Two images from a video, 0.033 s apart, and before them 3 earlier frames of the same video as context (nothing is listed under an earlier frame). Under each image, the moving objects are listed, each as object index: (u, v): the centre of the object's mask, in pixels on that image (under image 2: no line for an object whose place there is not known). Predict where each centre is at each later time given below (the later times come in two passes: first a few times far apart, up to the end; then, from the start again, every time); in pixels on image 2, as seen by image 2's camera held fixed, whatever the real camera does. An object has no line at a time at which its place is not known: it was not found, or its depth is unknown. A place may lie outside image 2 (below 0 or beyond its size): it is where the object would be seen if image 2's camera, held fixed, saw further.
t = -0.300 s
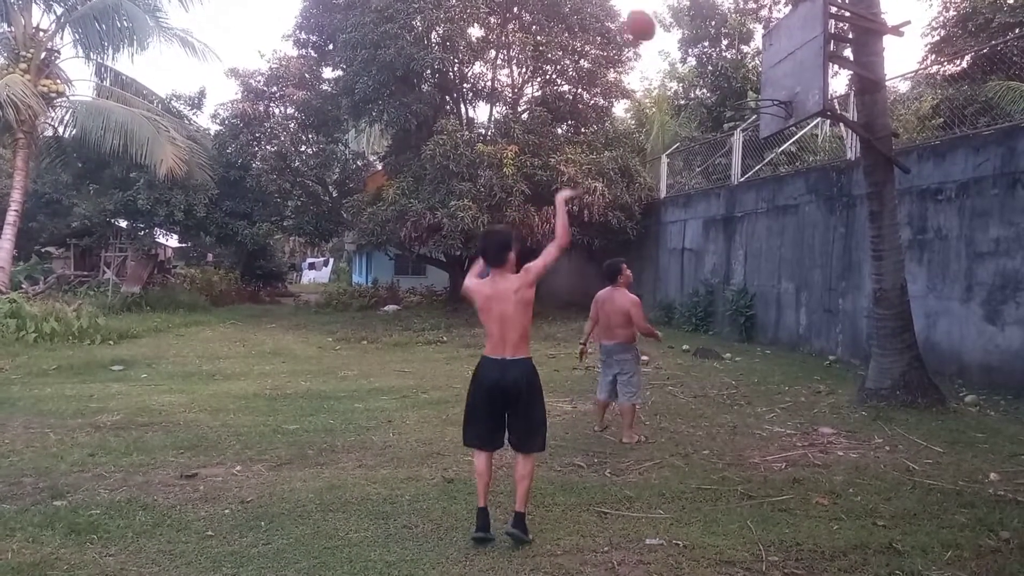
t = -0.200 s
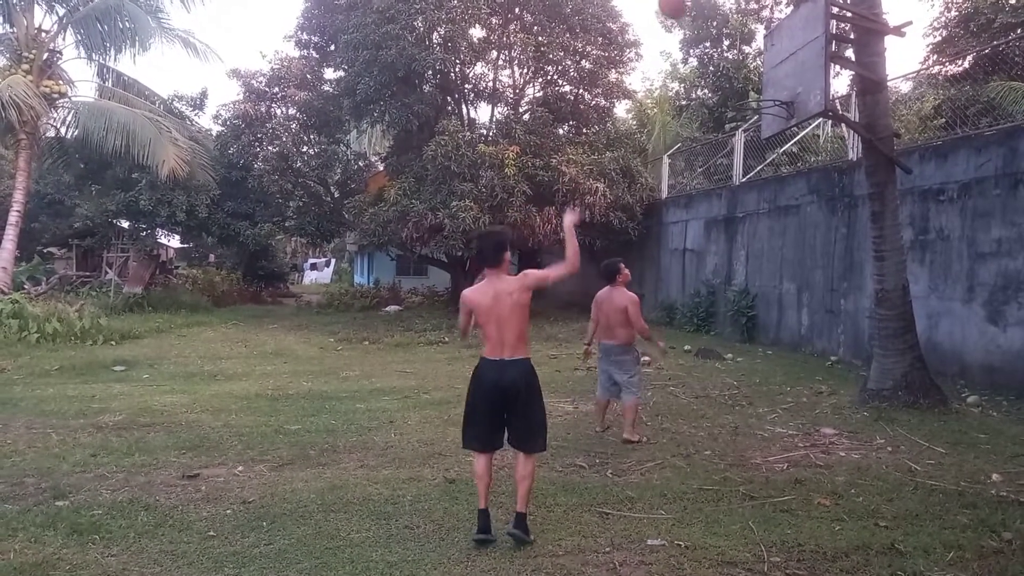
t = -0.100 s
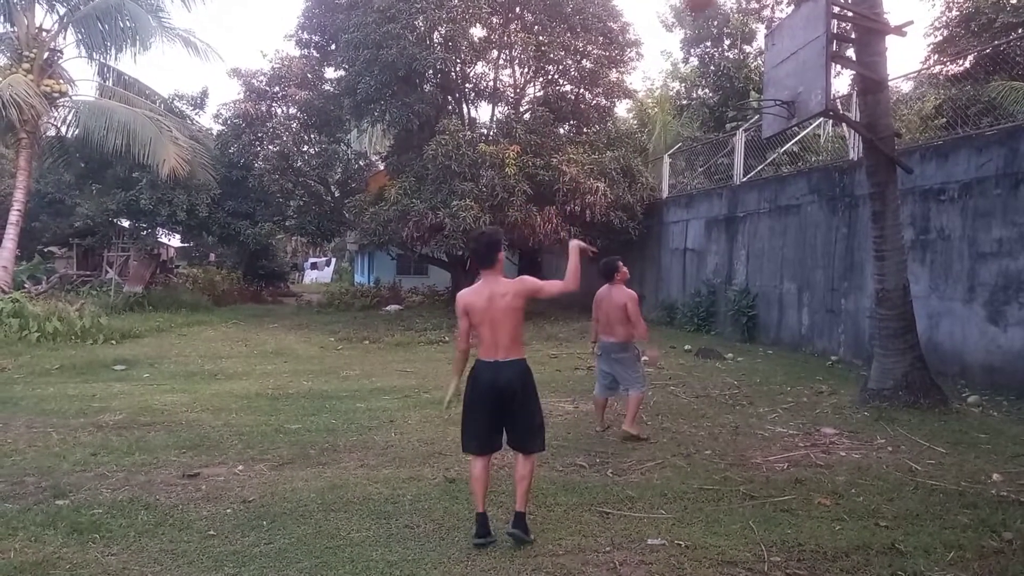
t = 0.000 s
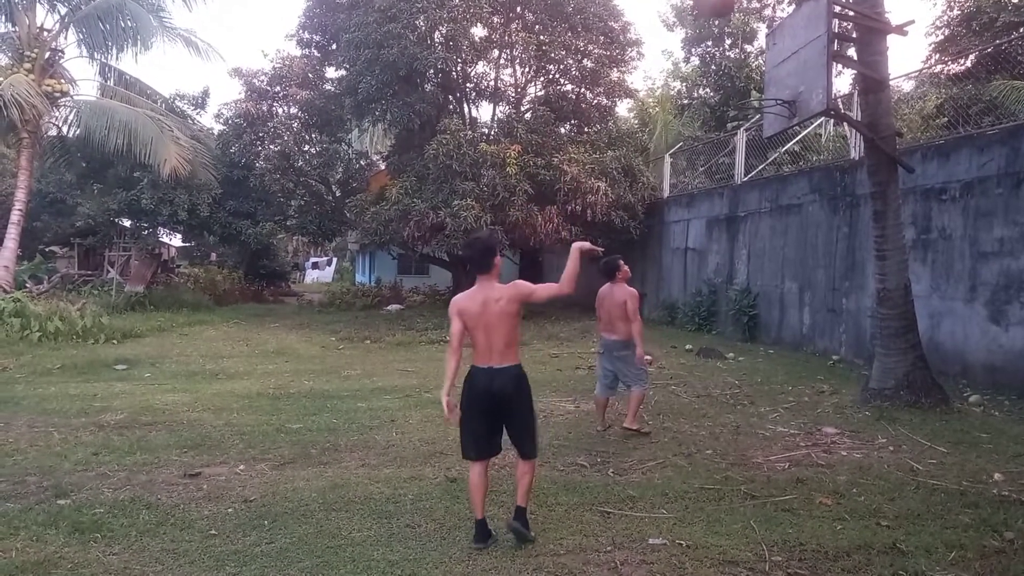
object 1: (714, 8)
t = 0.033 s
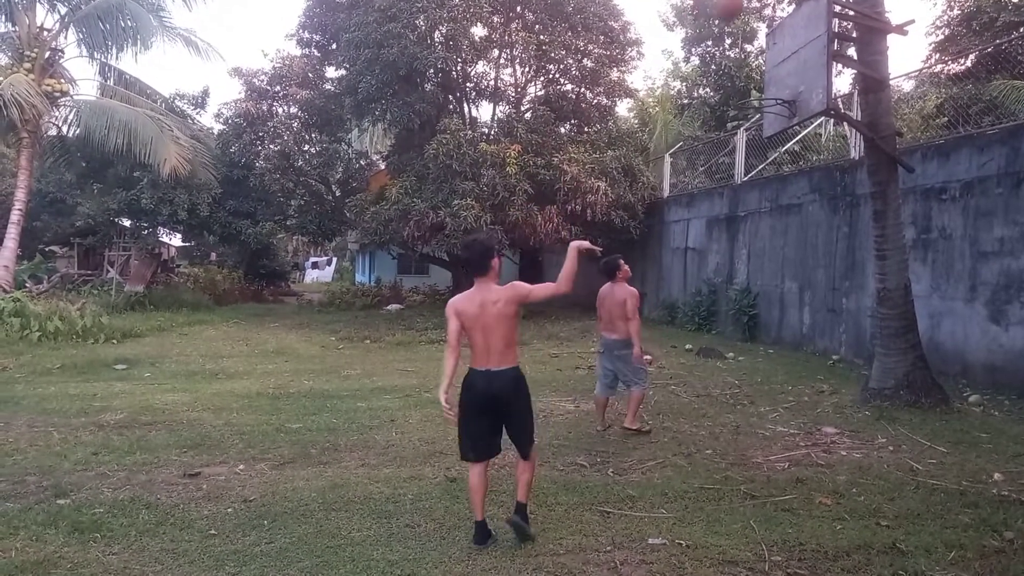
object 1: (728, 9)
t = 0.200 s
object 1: (757, 47)
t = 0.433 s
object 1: (790, 60)
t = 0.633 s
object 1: (774, 48)
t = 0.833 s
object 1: (751, 78)
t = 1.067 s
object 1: (720, 162)
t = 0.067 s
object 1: (737, 12)
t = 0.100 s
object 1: (741, 20)
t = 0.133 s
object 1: (747, 27)
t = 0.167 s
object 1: (752, 37)
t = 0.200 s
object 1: (757, 47)
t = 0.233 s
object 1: (764, 62)
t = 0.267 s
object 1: (768, 74)
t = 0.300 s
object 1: (773, 84)
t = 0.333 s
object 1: (776, 79)
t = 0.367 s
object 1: (781, 72)
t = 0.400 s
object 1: (786, 65)
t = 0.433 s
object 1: (790, 60)
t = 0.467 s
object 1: (792, 56)
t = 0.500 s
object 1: (788, 52)
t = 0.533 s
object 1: (785, 49)
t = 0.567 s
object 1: (782, 48)
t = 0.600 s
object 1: (779, 48)
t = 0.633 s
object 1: (774, 48)
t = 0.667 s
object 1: (770, 51)
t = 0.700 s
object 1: (767, 53)
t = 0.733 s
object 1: (763, 58)
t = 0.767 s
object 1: (759, 63)
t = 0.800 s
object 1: (755, 71)
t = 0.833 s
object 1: (751, 78)
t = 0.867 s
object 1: (748, 87)
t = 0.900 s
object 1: (742, 97)
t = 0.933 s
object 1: (739, 105)
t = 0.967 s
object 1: (734, 119)
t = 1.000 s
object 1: (729, 130)
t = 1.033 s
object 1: (725, 145)
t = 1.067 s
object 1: (720, 162)
